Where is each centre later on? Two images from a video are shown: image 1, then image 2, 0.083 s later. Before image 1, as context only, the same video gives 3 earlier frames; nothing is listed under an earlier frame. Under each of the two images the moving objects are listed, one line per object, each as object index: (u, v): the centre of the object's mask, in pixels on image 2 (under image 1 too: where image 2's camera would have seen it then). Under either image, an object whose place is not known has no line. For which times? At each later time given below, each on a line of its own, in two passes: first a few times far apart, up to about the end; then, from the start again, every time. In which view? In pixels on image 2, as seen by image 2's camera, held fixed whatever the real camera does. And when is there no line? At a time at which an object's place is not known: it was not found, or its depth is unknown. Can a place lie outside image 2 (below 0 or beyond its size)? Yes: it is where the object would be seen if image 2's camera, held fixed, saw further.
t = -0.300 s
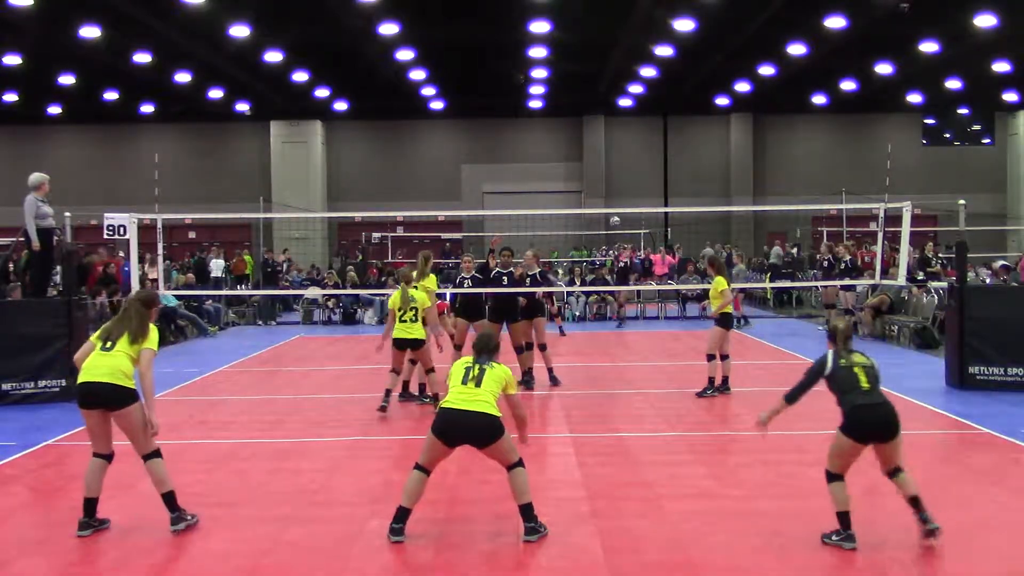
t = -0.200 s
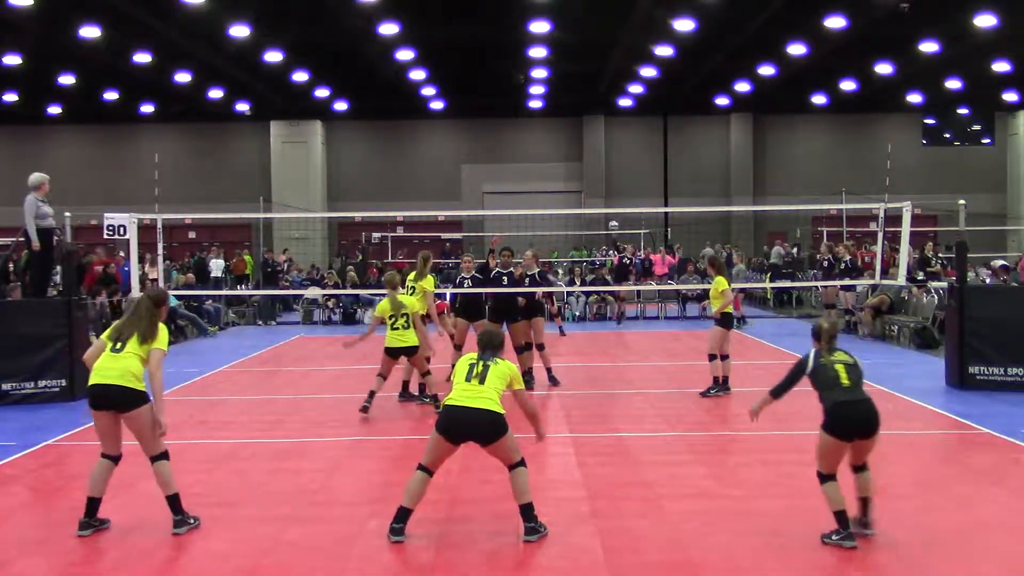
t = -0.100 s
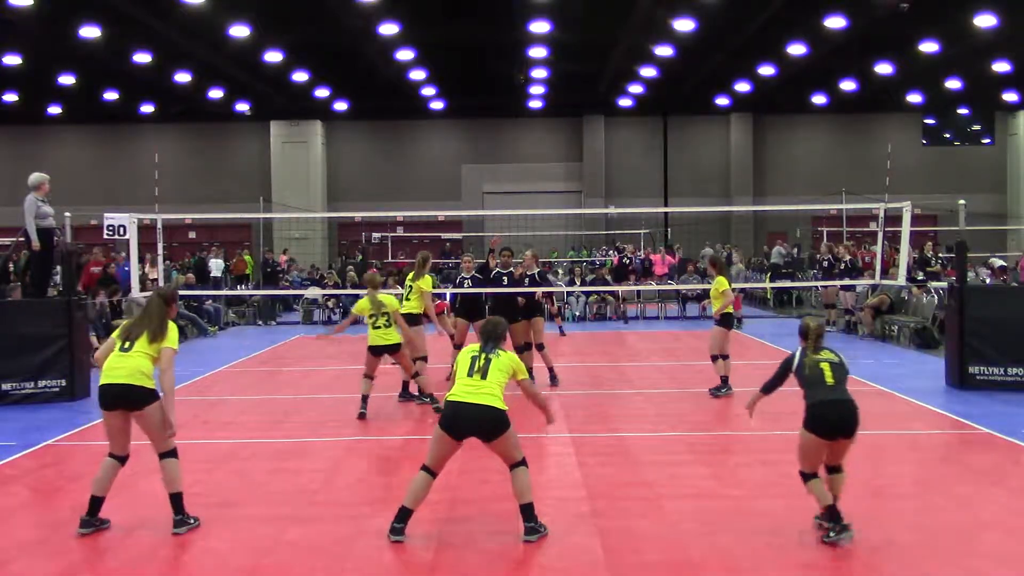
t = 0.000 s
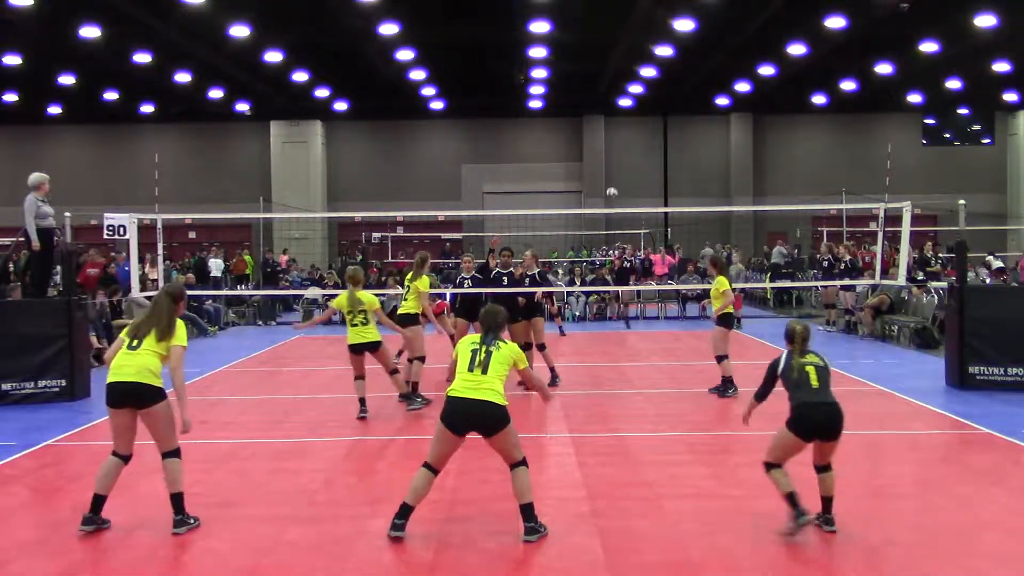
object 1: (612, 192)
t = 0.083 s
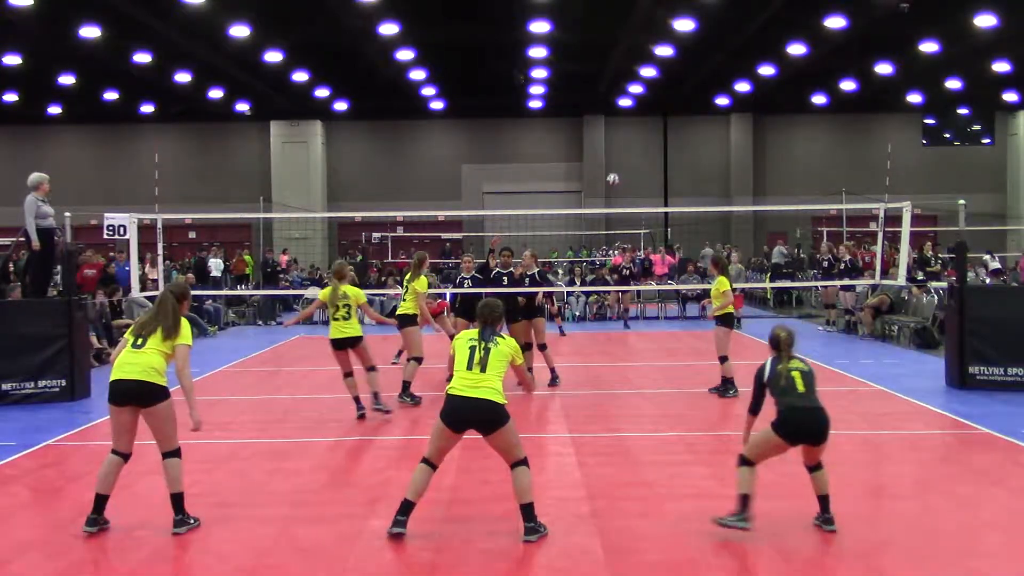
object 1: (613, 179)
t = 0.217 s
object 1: (617, 163)
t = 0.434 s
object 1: (624, 162)
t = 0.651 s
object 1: (634, 198)
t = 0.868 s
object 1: (647, 317)
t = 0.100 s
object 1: (613, 176)
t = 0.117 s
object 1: (614, 174)
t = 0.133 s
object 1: (614, 172)
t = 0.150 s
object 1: (614, 169)
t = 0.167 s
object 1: (615, 168)
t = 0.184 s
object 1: (616, 166)
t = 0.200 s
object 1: (616, 164)
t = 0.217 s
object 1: (617, 163)
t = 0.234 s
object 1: (617, 161)
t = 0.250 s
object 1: (618, 160)
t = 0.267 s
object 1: (619, 160)
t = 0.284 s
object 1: (619, 159)
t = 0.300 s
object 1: (619, 158)
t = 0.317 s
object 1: (620, 158)
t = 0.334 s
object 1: (621, 158)
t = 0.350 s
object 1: (622, 159)
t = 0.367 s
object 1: (623, 159)
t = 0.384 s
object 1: (624, 160)
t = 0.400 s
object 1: (624, 161)
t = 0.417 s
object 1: (624, 161)
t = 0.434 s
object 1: (624, 162)
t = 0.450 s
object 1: (624, 163)
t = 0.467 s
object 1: (625, 163)
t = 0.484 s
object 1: (625, 165)
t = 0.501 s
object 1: (627, 167)
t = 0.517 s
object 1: (627, 169)
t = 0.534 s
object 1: (628, 172)
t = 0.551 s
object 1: (629, 175)
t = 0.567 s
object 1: (630, 178)
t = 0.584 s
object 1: (630, 180)
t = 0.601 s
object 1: (631, 186)
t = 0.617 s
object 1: (632, 189)
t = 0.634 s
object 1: (634, 194)
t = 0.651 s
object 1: (634, 198)
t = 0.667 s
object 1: (635, 203)
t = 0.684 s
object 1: (637, 209)
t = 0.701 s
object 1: (638, 217)
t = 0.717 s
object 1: (639, 224)
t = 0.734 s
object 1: (641, 230)
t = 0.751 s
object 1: (641, 238)
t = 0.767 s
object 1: (642, 247)
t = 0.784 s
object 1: (643, 255)
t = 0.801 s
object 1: (644, 269)
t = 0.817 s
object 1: (645, 278)
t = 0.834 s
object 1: (646, 289)
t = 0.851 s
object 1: (648, 305)
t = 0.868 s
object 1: (647, 317)
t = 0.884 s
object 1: (648, 332)
